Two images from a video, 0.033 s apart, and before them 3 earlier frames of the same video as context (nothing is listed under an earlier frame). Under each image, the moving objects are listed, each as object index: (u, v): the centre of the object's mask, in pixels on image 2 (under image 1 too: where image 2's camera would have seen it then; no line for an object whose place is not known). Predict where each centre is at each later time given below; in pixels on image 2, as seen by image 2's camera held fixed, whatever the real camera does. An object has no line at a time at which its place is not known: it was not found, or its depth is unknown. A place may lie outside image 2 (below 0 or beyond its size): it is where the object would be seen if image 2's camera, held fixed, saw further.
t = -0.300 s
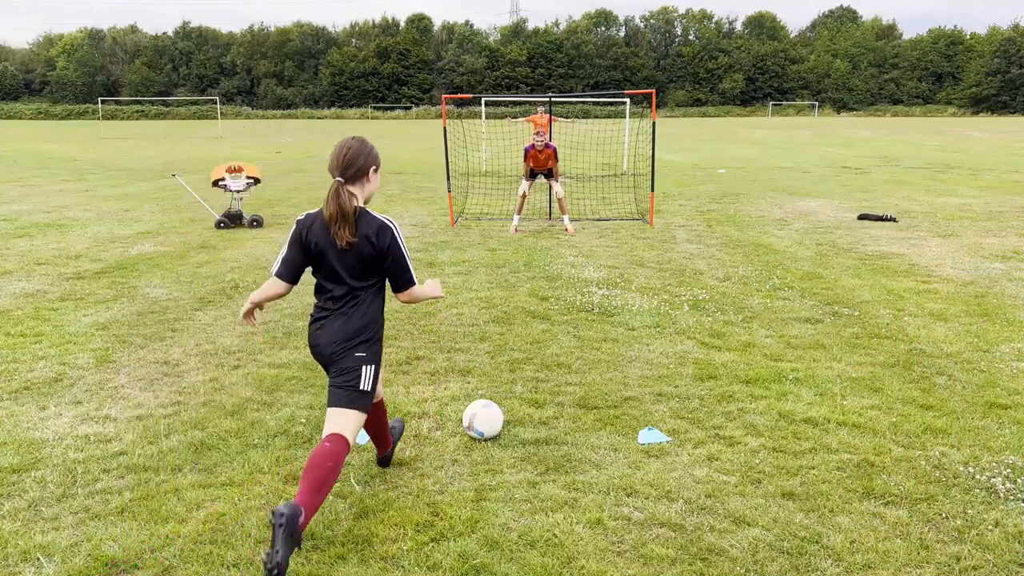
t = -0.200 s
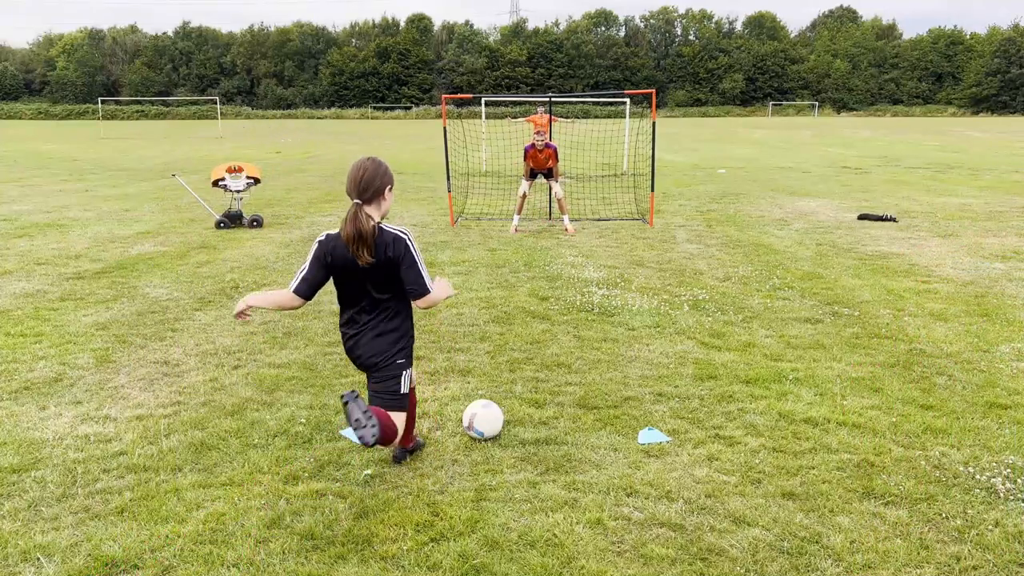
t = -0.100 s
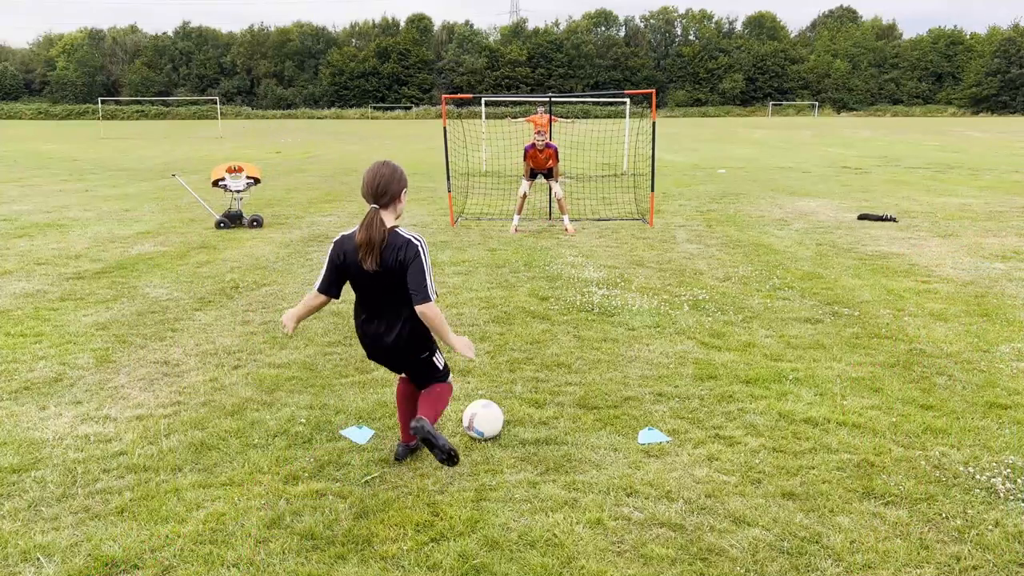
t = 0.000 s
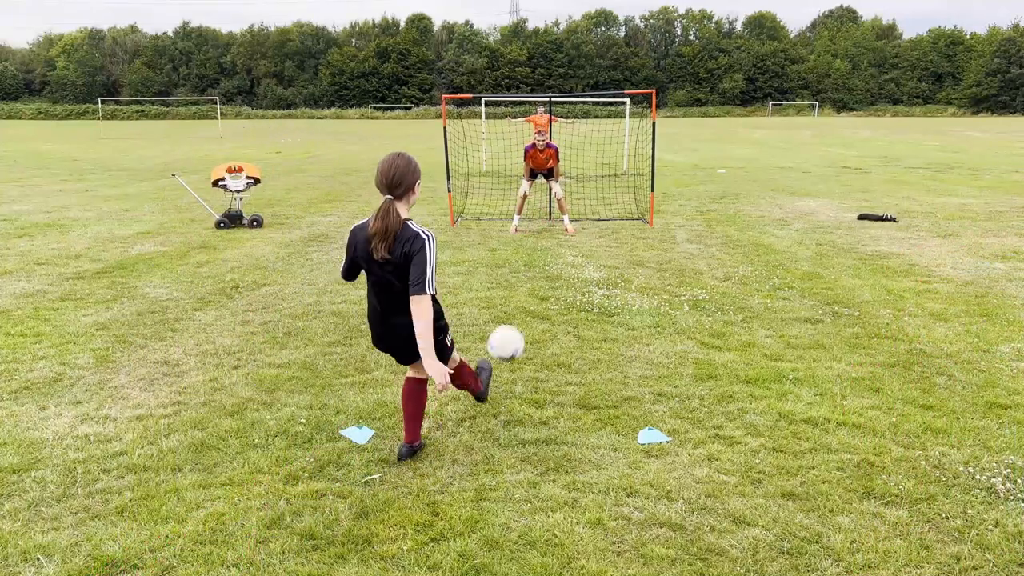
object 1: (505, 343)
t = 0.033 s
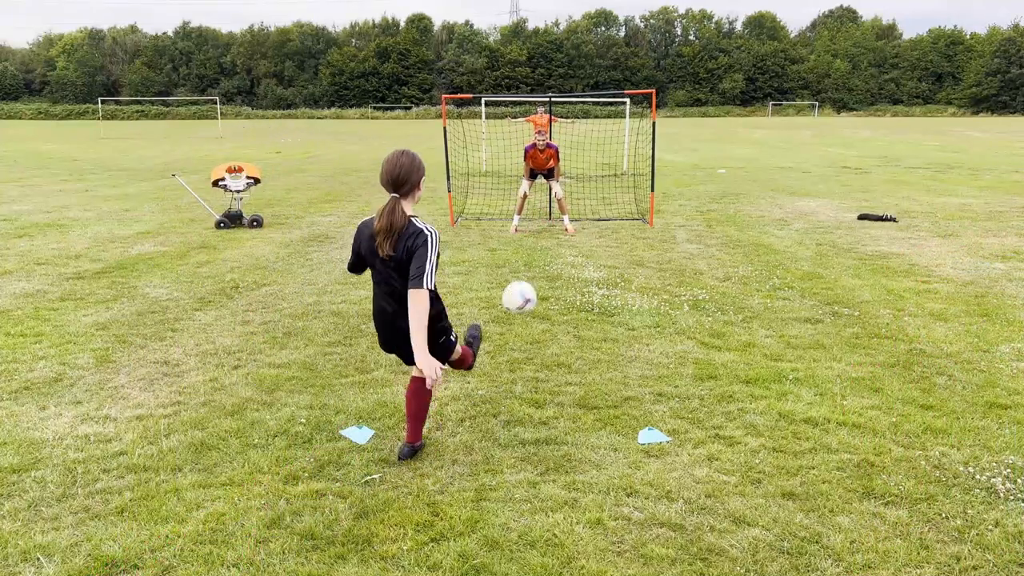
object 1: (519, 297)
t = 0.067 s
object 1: (531, 258)
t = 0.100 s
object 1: (540, 226)
